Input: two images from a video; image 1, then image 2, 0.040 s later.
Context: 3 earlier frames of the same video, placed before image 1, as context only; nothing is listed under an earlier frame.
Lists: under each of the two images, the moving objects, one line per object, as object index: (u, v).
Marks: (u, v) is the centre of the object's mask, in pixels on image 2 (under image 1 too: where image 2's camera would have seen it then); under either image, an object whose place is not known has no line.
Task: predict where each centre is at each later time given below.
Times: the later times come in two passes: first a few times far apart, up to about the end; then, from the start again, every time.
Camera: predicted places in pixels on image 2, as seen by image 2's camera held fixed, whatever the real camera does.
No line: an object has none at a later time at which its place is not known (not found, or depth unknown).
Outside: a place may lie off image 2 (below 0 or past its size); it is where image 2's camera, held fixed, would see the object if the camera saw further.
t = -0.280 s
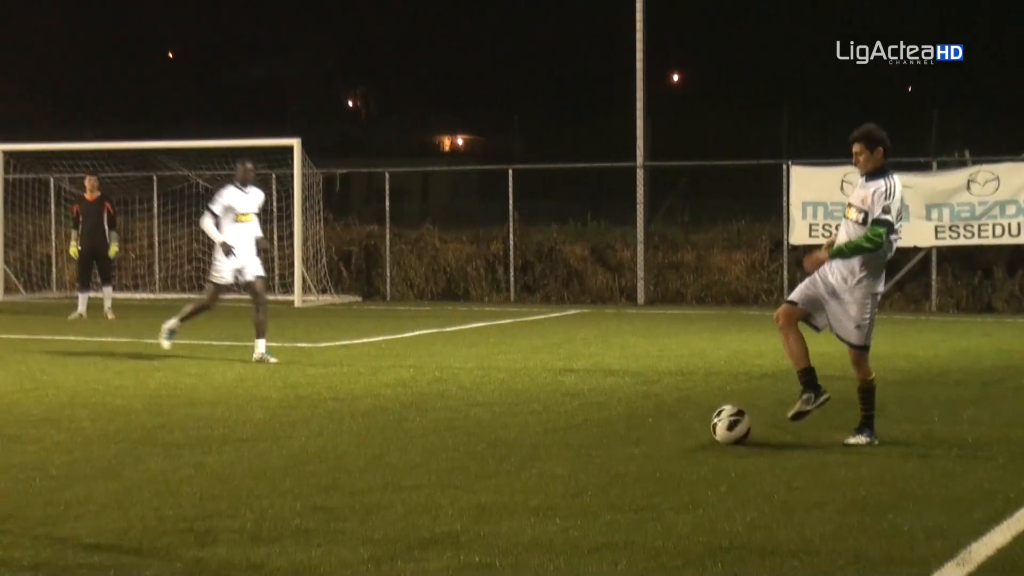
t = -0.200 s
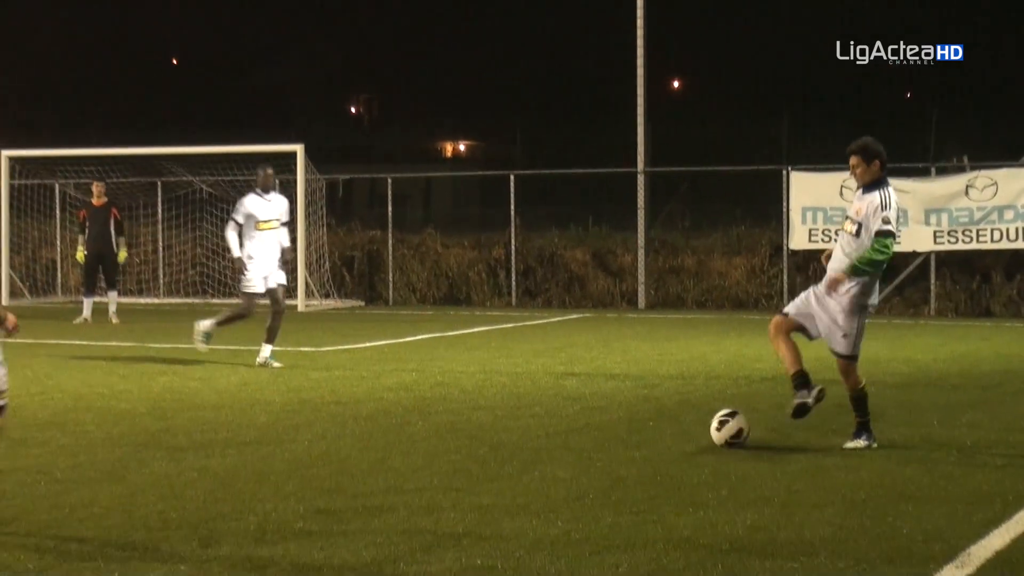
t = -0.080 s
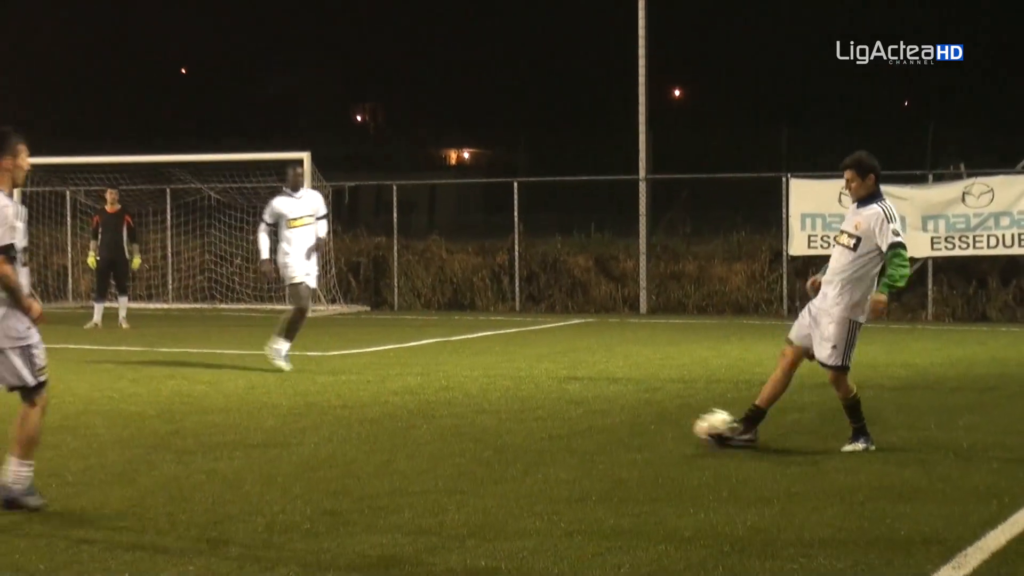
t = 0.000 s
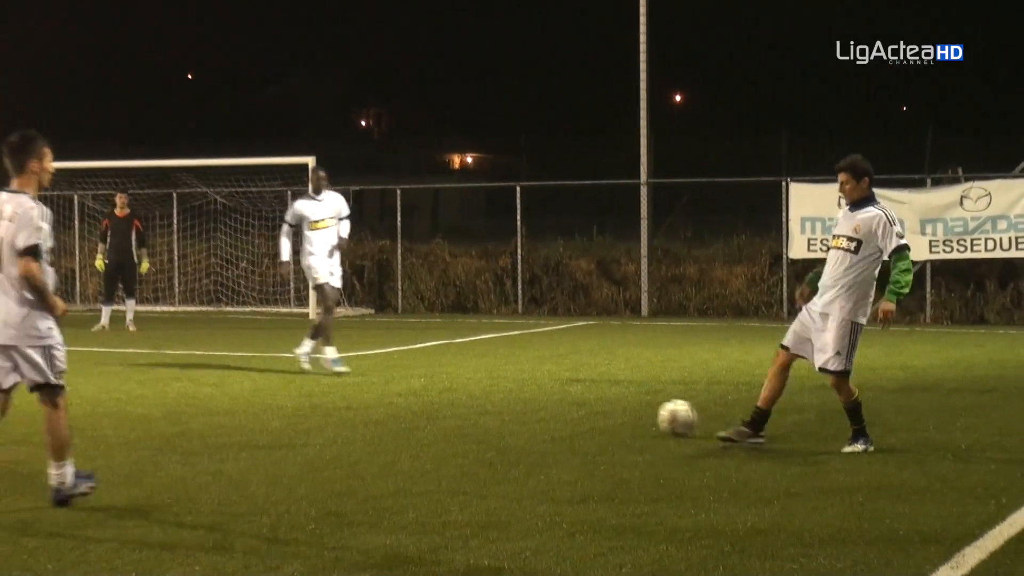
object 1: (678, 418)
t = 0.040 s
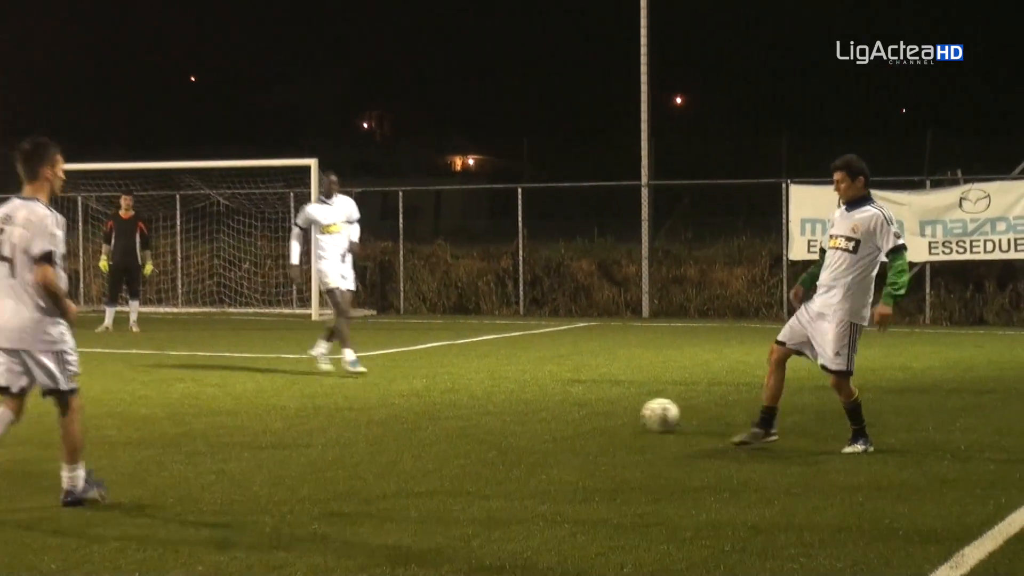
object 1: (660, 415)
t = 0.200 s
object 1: (602, 401)
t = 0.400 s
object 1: (548, 384)
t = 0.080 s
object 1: (644, 411)
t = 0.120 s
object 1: (628, 407)
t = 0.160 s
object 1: (615, 404)
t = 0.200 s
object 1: (602, 401)
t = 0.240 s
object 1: (590, 396)
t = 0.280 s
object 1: (578, 393)
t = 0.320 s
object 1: (567, 391)
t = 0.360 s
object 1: (557, 388)
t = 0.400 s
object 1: (548, 384)
